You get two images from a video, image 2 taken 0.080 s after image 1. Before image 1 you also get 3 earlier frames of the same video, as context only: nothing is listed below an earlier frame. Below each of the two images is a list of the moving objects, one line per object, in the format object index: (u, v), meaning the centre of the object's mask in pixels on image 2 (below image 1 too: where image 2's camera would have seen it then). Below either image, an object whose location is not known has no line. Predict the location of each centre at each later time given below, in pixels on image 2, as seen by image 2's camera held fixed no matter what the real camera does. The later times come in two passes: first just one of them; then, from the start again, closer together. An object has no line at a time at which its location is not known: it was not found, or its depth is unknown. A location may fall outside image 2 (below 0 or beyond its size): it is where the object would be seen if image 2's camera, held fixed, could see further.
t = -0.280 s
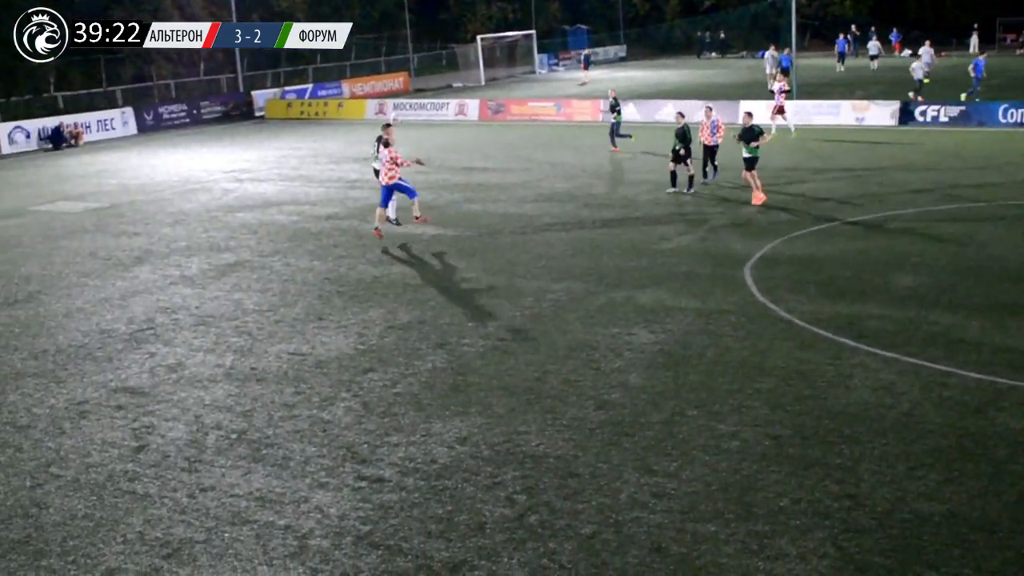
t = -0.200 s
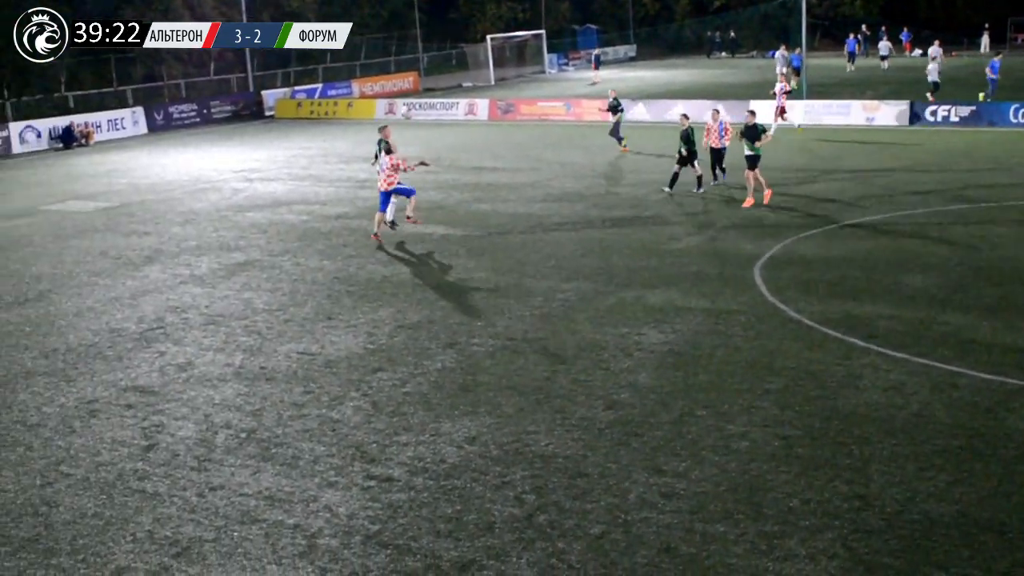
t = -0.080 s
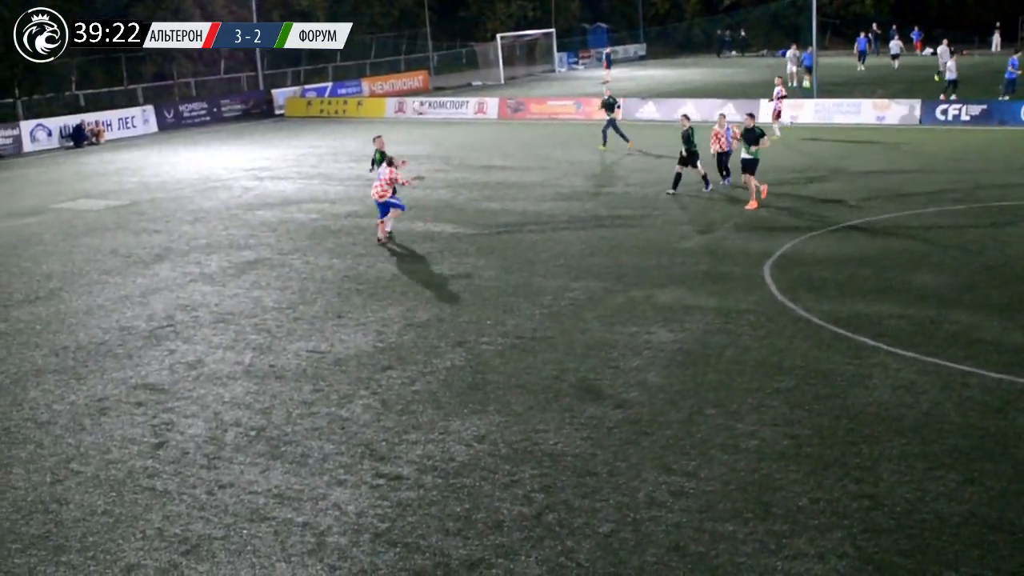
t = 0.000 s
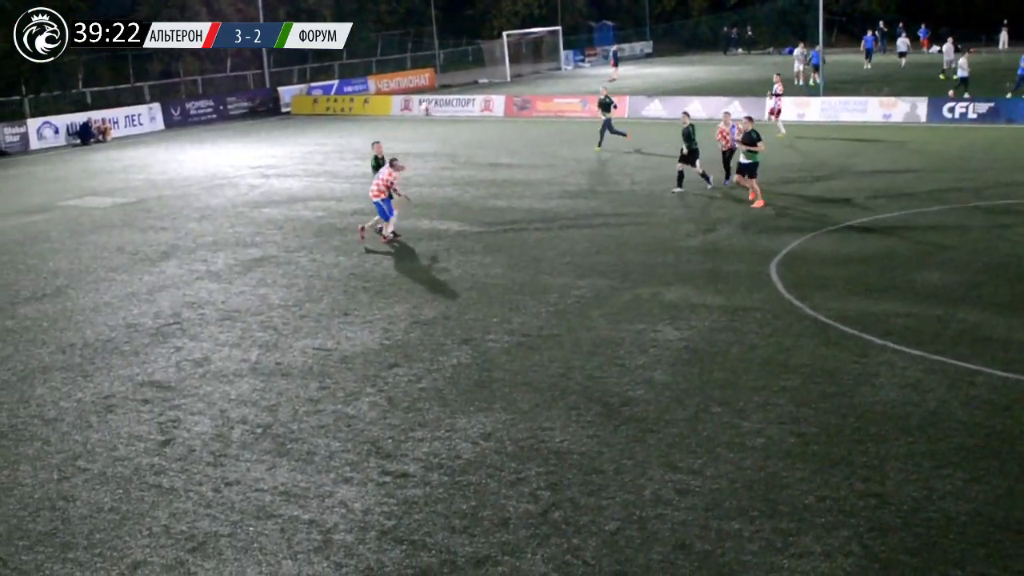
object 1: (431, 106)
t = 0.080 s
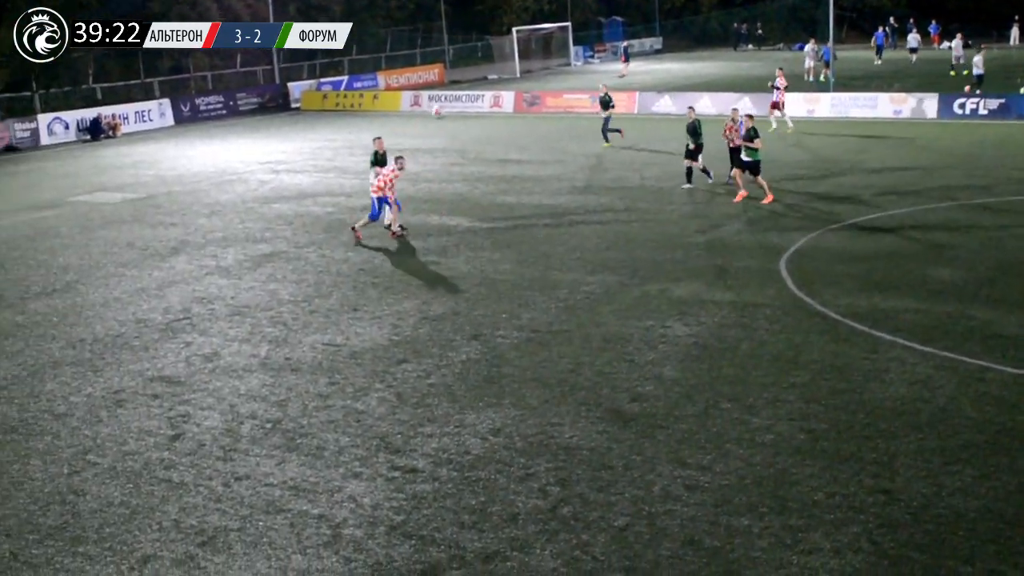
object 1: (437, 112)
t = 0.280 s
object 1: (449, 146)
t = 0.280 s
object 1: (449, 146)
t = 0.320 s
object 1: (451, 157)
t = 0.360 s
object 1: (453, 170)
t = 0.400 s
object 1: (456, 184)
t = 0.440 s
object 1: (458, 200)
